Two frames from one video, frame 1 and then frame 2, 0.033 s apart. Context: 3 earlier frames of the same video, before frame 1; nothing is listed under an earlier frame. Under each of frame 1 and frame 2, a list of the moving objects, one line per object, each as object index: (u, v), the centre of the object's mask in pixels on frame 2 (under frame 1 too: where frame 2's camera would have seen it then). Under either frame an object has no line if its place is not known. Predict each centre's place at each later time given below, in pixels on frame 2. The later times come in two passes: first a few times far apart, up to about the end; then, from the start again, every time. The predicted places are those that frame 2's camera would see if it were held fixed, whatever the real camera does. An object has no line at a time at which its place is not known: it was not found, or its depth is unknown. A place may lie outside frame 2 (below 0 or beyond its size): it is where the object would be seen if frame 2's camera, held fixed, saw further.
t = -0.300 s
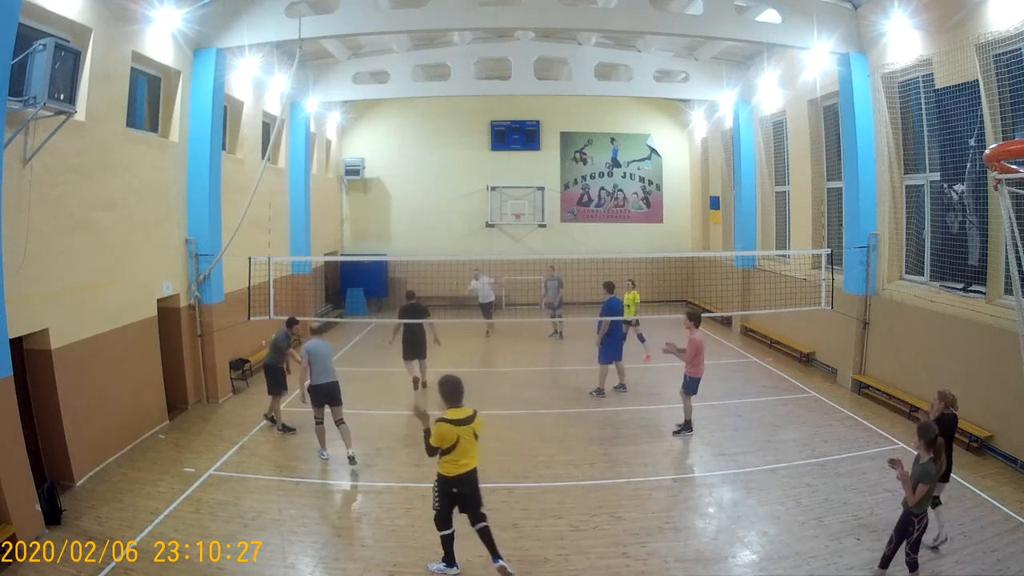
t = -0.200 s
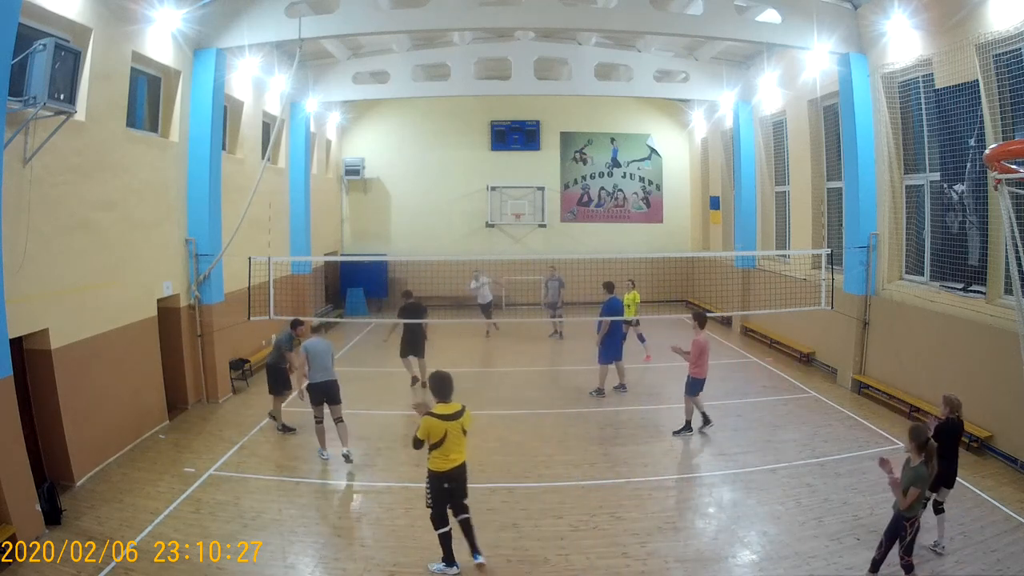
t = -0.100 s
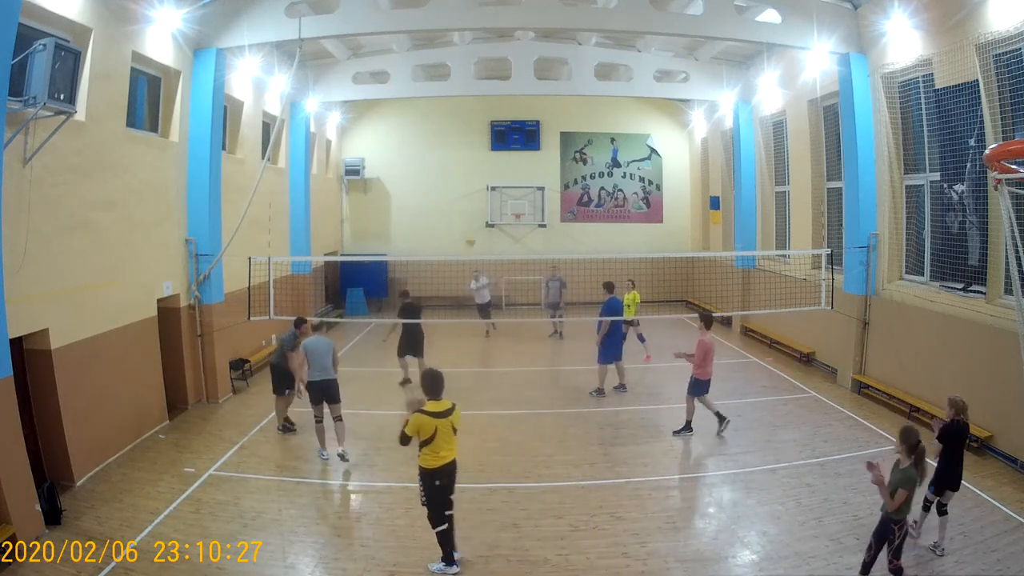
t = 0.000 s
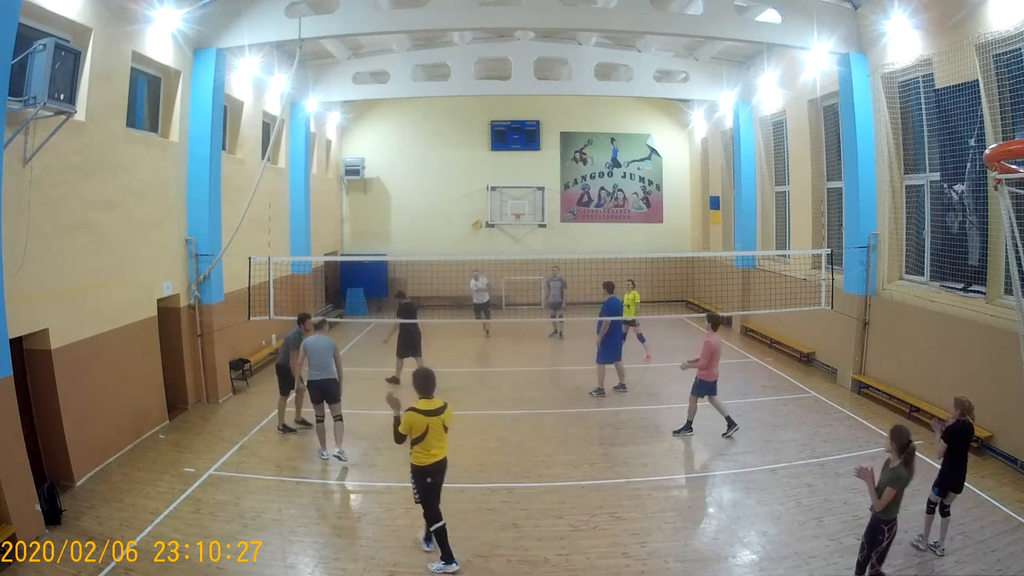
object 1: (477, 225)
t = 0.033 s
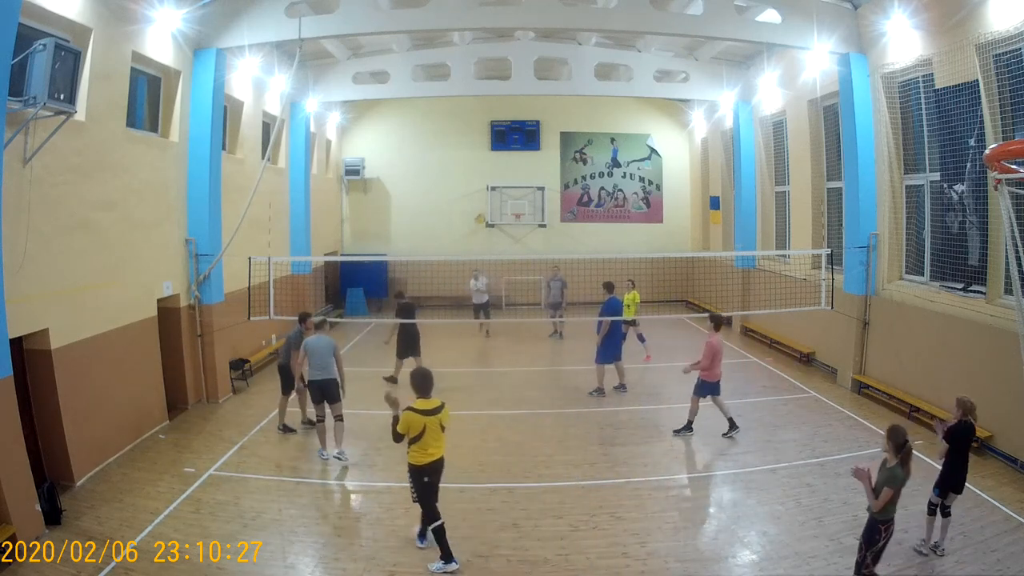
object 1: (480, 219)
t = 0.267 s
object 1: (499, 195)
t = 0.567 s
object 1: (533, 210)
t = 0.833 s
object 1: (575, 296)
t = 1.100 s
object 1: (632, 500)
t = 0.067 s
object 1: (482, 214)
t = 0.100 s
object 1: (485, 210)
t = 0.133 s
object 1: (488, 205)
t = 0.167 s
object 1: (491, 202)
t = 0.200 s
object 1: (493, 199)
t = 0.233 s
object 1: (496, 196)
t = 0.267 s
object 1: (499, 195)
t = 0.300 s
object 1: (503, 194)
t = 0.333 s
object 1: (505, 193)
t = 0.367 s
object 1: (509, 193)
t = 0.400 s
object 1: (513, 194)
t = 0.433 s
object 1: (517, 195)
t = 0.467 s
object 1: (521, 198)
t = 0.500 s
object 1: (525, 201)
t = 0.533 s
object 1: (529, 205)
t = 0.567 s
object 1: (533, 210)
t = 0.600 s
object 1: (538, 215)
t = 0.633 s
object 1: (543, 223)
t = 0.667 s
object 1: (547, 232)
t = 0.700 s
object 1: (553, 241)
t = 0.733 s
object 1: (558, 253)
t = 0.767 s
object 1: (563, 266)
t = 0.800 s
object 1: (569, 280)
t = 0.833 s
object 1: (575, 296)
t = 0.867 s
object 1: (580, 312)
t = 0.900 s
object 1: (587, 335)
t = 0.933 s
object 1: (593, 356)
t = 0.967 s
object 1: (603, 384)
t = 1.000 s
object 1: (608, 408)
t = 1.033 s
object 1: (617, 438)
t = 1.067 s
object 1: (623, 466)
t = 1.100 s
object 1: (632, 500)
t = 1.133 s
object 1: (638, 531)
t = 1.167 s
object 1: (645, 561)
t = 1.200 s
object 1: (651, 549)
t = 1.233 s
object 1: (657, 538)
